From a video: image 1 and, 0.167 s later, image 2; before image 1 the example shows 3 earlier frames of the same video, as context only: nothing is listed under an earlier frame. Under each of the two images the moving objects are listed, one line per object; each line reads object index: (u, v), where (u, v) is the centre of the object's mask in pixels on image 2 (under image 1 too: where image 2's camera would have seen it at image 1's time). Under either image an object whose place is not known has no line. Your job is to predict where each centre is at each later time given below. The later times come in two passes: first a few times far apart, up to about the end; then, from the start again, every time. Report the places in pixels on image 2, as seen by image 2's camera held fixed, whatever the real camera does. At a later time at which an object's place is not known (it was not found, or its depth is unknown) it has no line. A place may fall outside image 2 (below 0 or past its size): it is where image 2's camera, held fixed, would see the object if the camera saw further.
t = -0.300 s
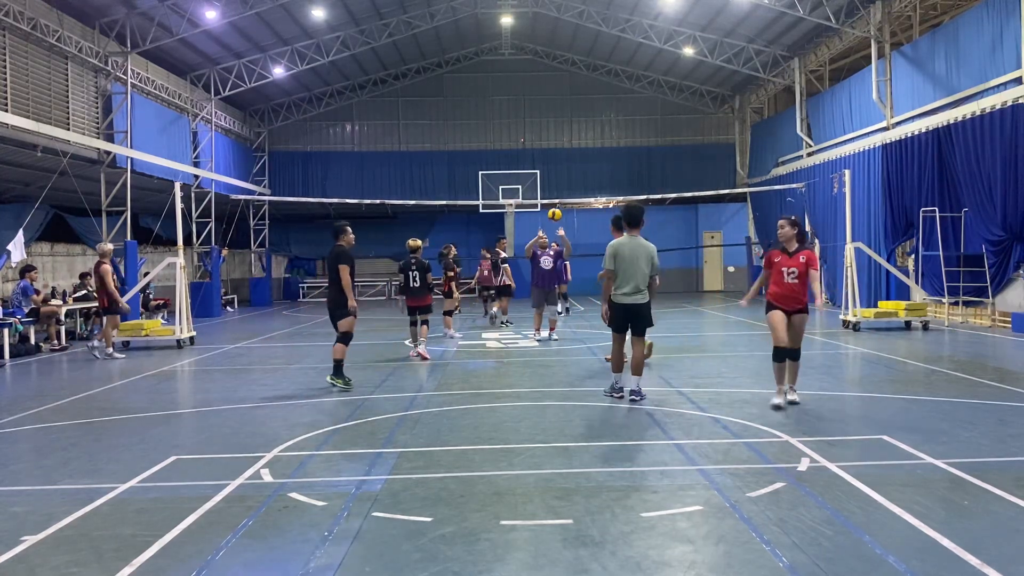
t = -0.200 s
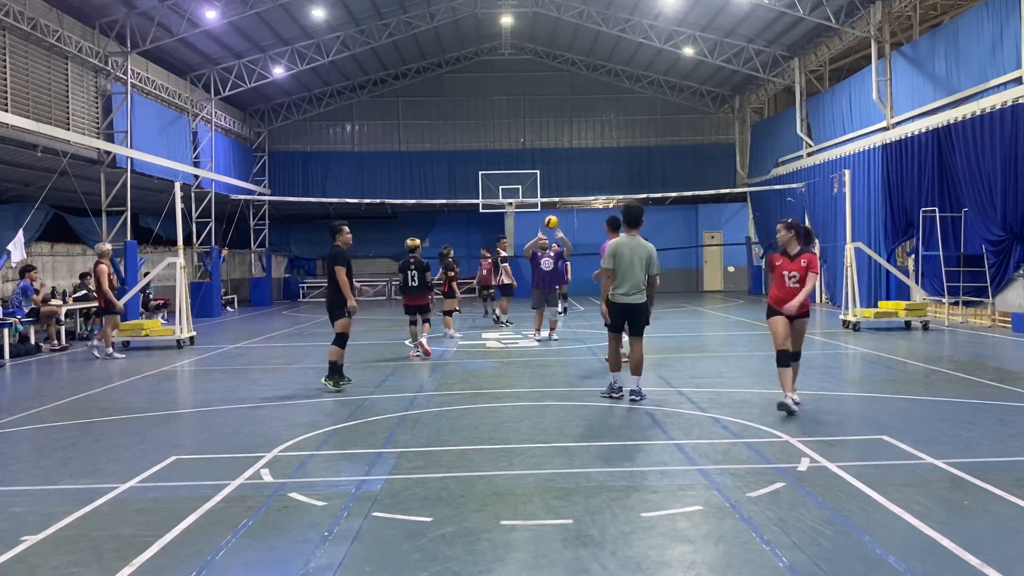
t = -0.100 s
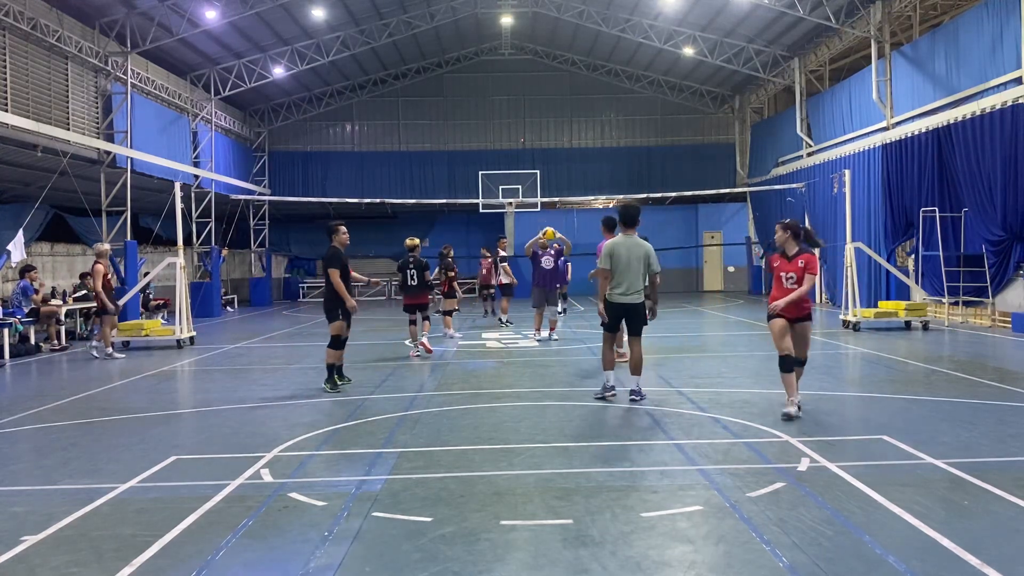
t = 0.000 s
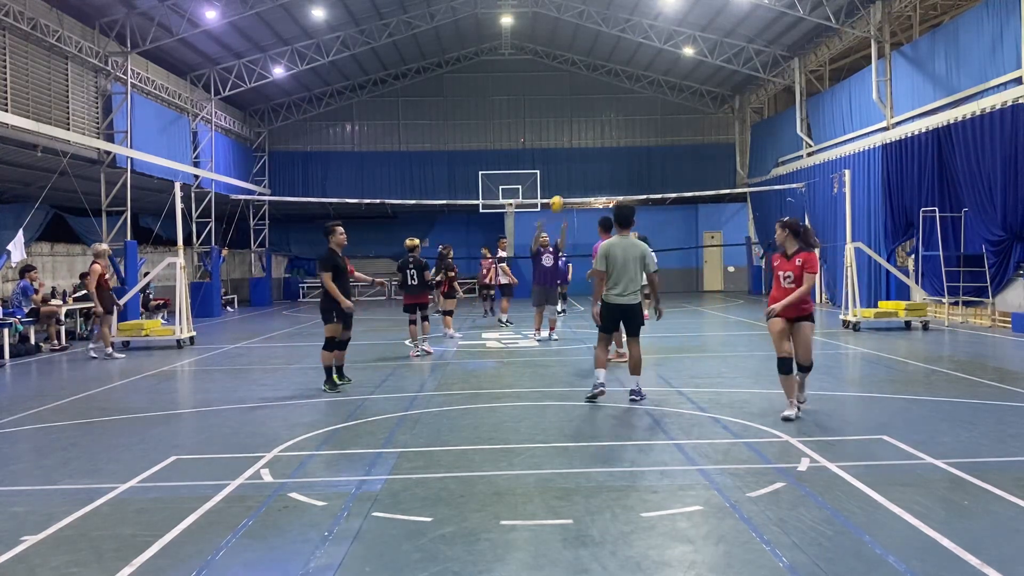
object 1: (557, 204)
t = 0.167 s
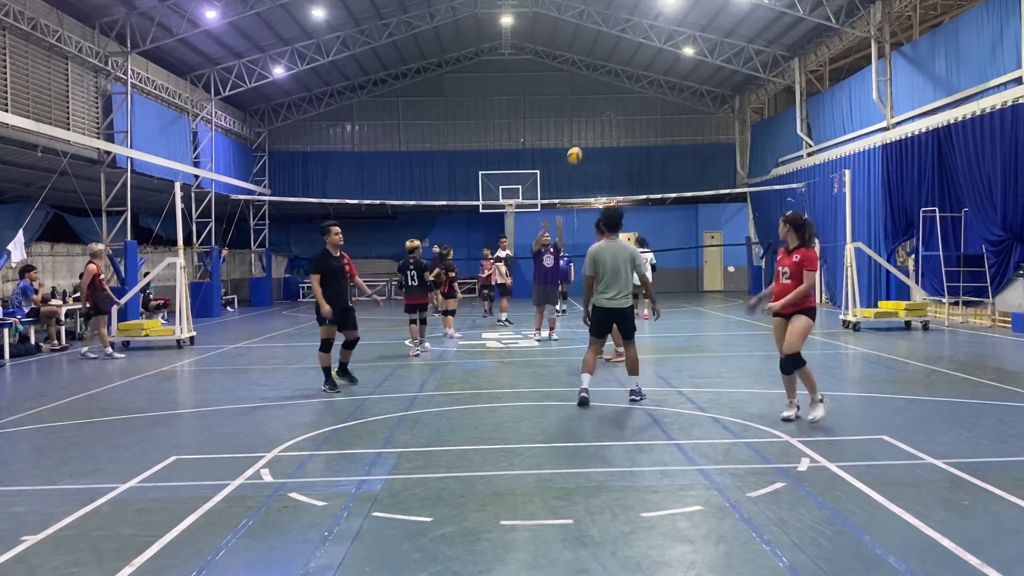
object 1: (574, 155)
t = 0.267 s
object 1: (586, 134)
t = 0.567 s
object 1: (627, 107)
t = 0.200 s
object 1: (578, 148)
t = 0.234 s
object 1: (582, 141)
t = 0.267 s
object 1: (586, 134)
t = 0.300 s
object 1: (590, 128)
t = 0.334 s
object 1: (594, 123)
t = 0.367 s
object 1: (599, 119)
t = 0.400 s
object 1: (603, 115)
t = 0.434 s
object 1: (608, 111)
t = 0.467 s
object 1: (612, 109)
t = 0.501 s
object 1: (617, 108)
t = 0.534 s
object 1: (622, 107)
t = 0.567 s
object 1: (627, 107)
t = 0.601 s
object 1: (632, 108)
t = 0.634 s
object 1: (638, 111)
